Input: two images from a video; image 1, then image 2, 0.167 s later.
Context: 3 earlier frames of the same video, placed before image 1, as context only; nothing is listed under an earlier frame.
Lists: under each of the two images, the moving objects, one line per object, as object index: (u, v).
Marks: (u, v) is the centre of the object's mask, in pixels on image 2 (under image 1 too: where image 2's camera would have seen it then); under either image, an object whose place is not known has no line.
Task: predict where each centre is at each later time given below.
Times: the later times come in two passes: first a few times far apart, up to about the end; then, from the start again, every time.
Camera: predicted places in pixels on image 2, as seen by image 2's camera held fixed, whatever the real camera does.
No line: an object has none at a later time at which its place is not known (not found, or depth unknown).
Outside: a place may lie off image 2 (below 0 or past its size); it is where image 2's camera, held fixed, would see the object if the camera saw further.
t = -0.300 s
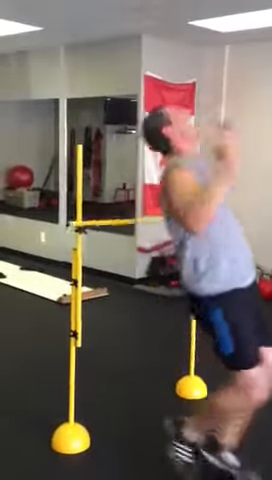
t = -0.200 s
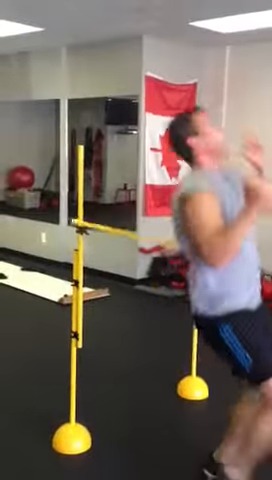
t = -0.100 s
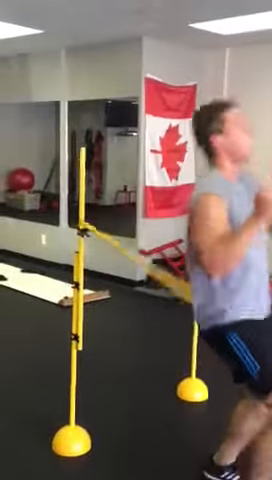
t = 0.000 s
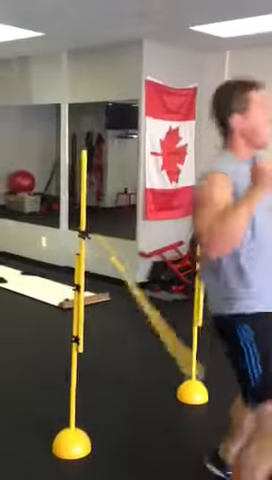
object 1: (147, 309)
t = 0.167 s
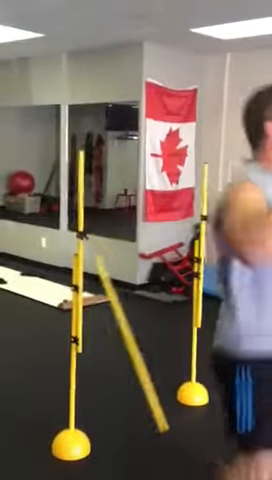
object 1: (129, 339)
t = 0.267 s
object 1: (115, 369)
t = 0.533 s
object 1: (86, 349)
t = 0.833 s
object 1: (92, 359)
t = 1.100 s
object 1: (127, 375)
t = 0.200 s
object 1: (125, 349)
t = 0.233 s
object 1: (120, 360)
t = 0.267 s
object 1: (115, 369)
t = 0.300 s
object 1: (107, 377)
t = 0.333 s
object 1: (99, 383)
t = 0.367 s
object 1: (95, 367)
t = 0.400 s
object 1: (94, 361)
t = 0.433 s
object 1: (91, 350)
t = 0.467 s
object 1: (88, 348)
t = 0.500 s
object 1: (88, 346)
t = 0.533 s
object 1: (86, 349)
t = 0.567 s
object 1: (83, 361)
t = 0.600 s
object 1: (82, 360)
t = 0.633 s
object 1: (82, 360)
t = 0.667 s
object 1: (82, 363)
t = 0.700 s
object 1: (84, 360)
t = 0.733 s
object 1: (85, 360)
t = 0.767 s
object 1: (87, 360)
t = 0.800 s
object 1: (90, 359)
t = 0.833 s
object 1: (92, 359)
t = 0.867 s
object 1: (95, 360)
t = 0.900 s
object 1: (98, 360)
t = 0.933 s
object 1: (102, 361)
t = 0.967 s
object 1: (105, 365)
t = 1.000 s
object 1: (111, 365)
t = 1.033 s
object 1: (116, 368)
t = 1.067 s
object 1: (120, 372)
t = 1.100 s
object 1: (127, 375)
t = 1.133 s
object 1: (129, 384)
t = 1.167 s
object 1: (133, 391)
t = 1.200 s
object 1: (137, 401)
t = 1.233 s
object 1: (140, 412)
